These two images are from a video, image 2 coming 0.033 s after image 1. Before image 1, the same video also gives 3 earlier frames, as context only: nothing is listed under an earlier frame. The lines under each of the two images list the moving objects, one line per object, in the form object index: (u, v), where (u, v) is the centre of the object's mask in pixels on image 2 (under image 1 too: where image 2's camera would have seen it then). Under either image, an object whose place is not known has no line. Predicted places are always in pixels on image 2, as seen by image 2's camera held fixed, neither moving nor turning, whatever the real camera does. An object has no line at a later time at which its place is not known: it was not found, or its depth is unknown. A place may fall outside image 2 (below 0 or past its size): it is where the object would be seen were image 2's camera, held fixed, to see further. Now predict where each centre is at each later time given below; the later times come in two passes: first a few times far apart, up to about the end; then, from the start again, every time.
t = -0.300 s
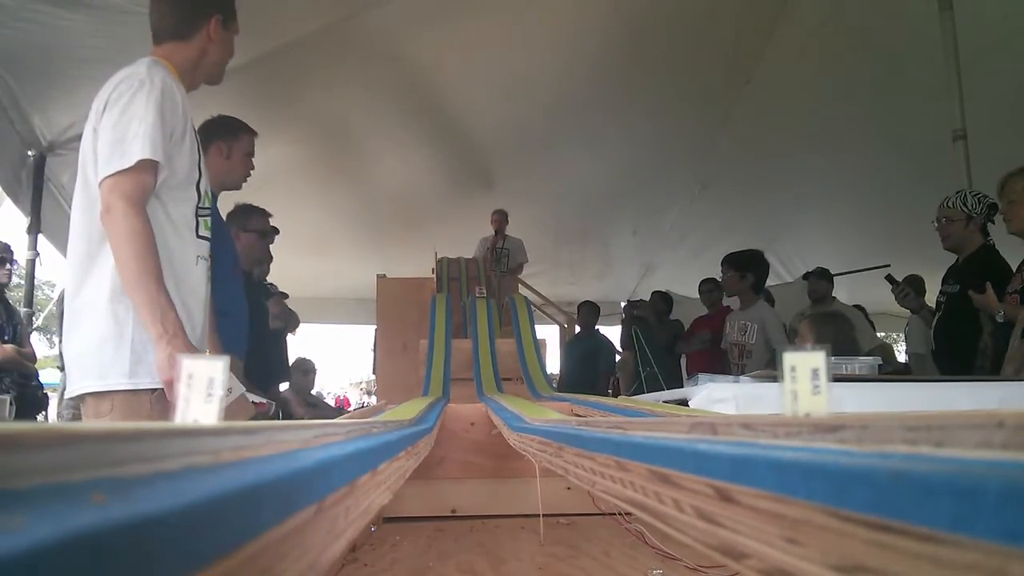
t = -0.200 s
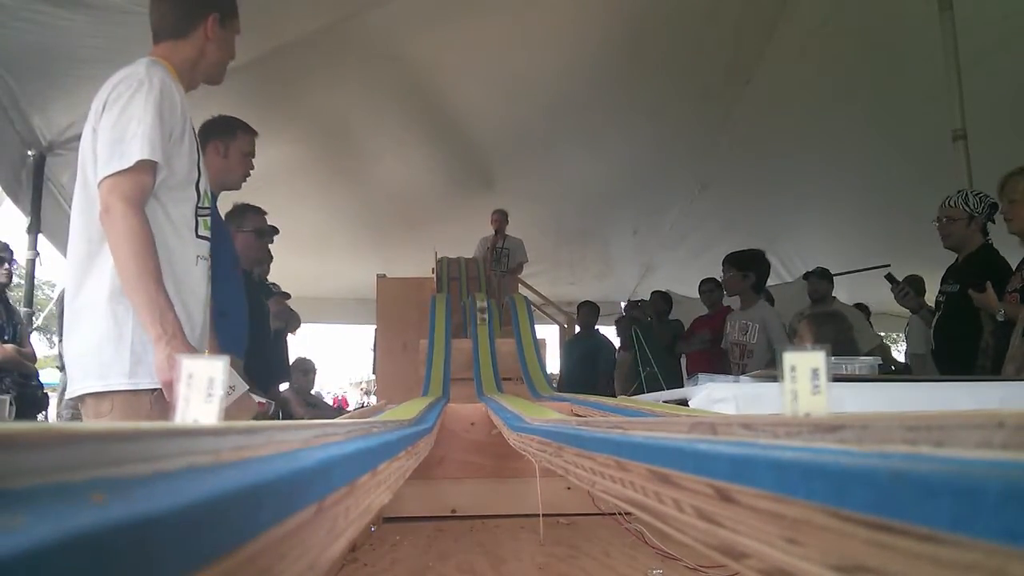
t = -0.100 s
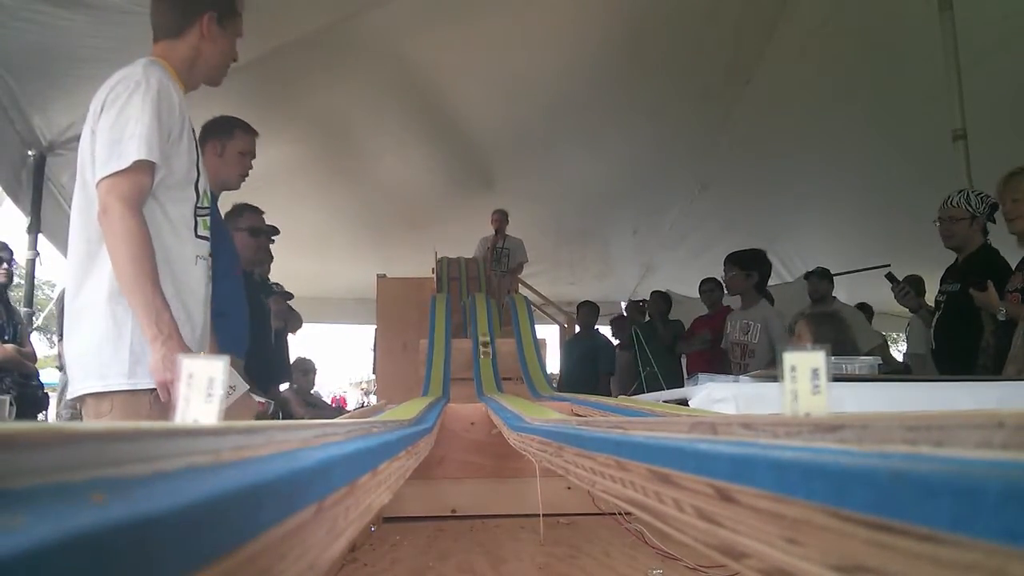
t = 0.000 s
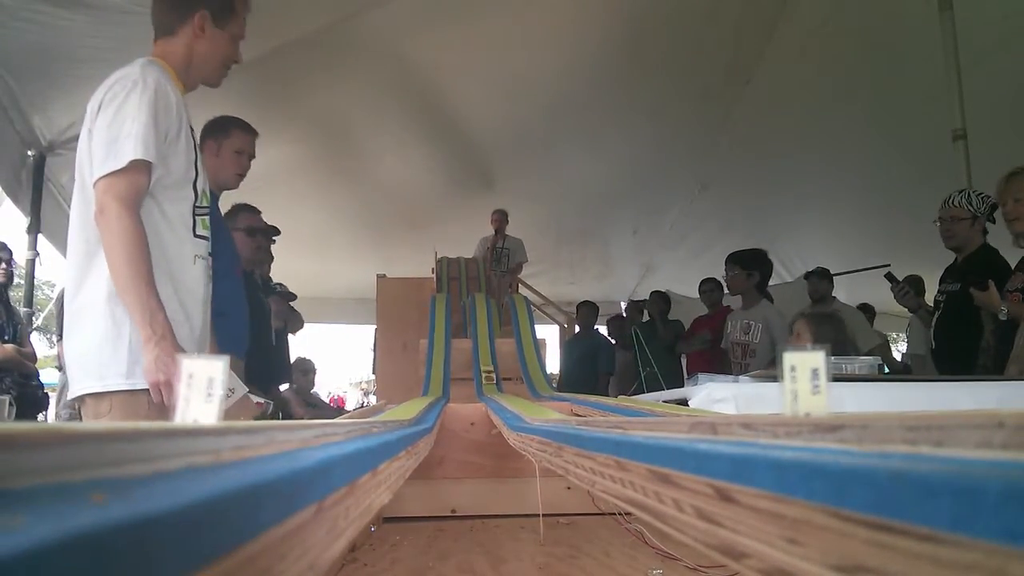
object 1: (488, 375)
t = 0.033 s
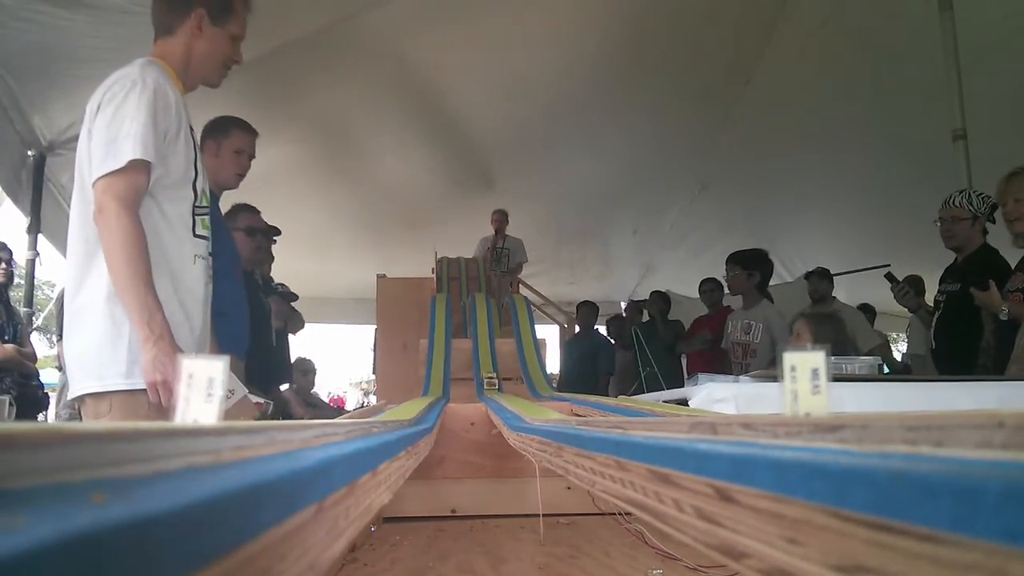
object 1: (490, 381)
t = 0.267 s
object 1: (502, 389)
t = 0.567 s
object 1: (541, 402)
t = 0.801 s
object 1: (766, 374)
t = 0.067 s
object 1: (491, 386)
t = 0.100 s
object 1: (492, 388)
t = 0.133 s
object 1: (493, 388)
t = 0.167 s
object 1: (496, 388)
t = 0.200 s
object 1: (498, 389)
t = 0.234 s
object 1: (499, 389)
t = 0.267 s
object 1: (502, 389)
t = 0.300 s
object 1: (504, 389)
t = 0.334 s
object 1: (507, 390)
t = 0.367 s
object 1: (509, 389)
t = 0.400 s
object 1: (512, 391)
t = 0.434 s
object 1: (517, 392)
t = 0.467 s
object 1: (522, 395)
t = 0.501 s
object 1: (527, 396)
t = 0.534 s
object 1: (534, 398)
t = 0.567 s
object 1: (541, 402)
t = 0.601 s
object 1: (551, 403)
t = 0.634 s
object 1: (564, 402)
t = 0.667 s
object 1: (582, 399)
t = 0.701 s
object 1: (603, 396)
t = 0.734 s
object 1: (633, 392)
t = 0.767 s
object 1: (681, 386)
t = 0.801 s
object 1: (766, 374)
